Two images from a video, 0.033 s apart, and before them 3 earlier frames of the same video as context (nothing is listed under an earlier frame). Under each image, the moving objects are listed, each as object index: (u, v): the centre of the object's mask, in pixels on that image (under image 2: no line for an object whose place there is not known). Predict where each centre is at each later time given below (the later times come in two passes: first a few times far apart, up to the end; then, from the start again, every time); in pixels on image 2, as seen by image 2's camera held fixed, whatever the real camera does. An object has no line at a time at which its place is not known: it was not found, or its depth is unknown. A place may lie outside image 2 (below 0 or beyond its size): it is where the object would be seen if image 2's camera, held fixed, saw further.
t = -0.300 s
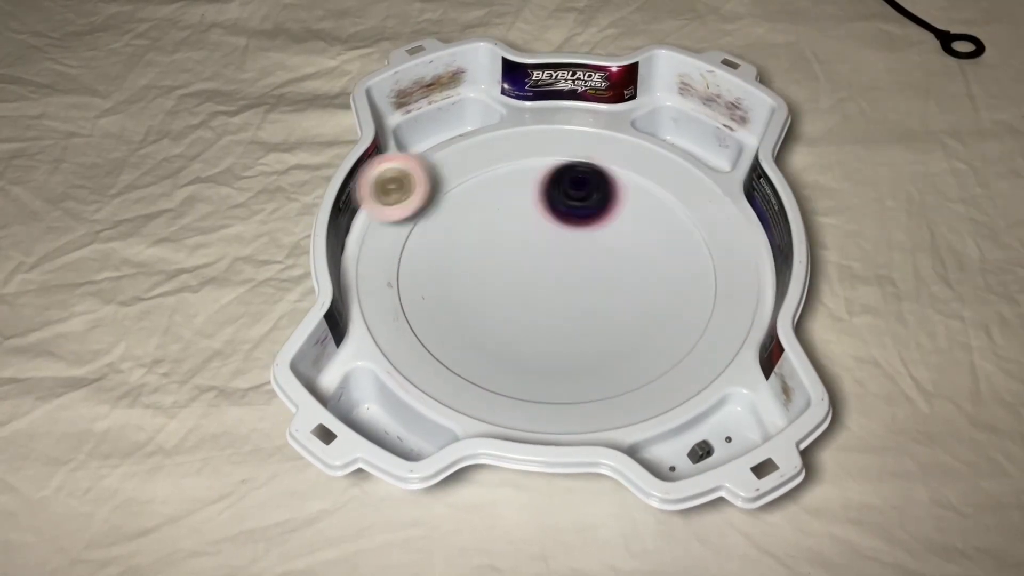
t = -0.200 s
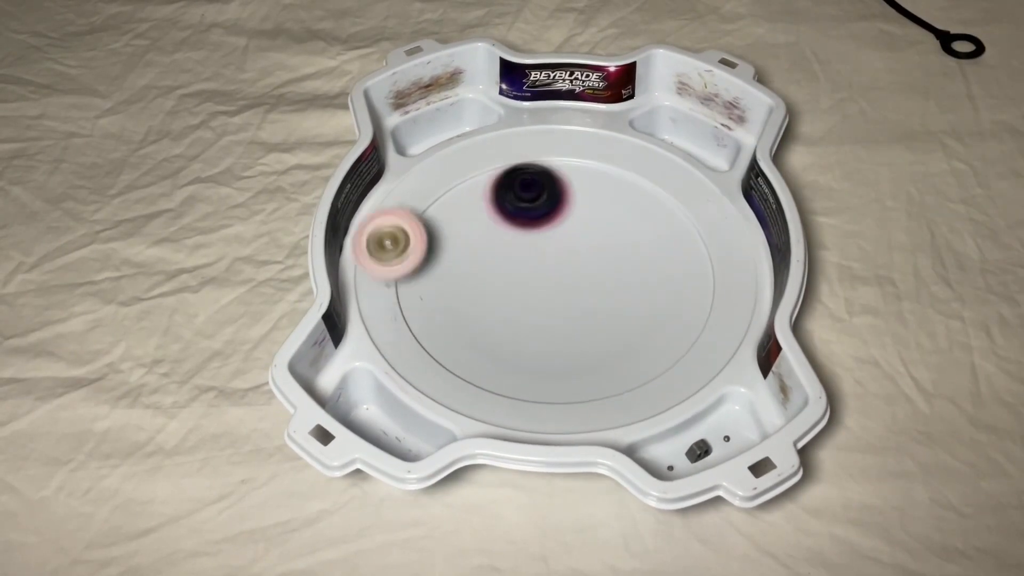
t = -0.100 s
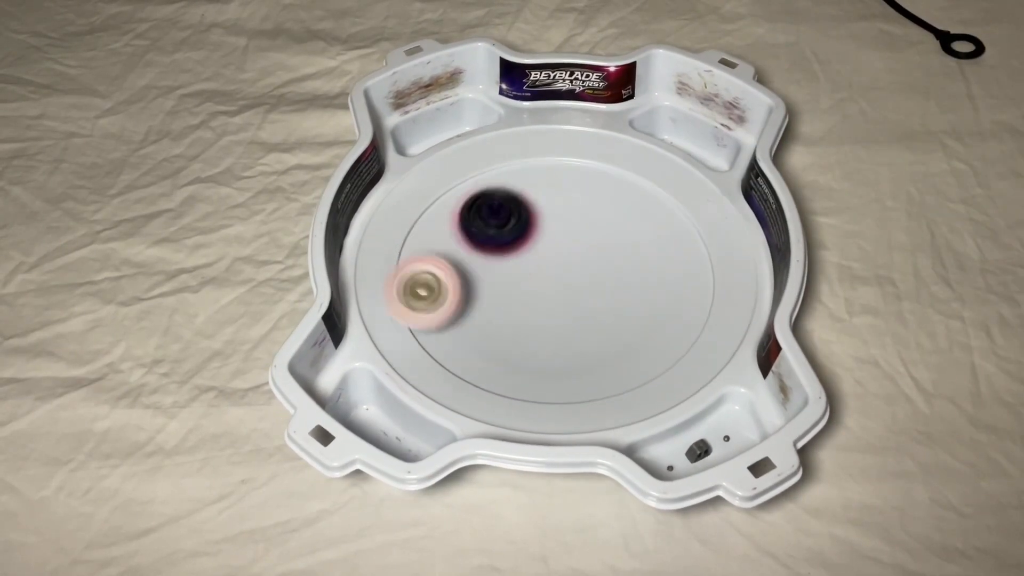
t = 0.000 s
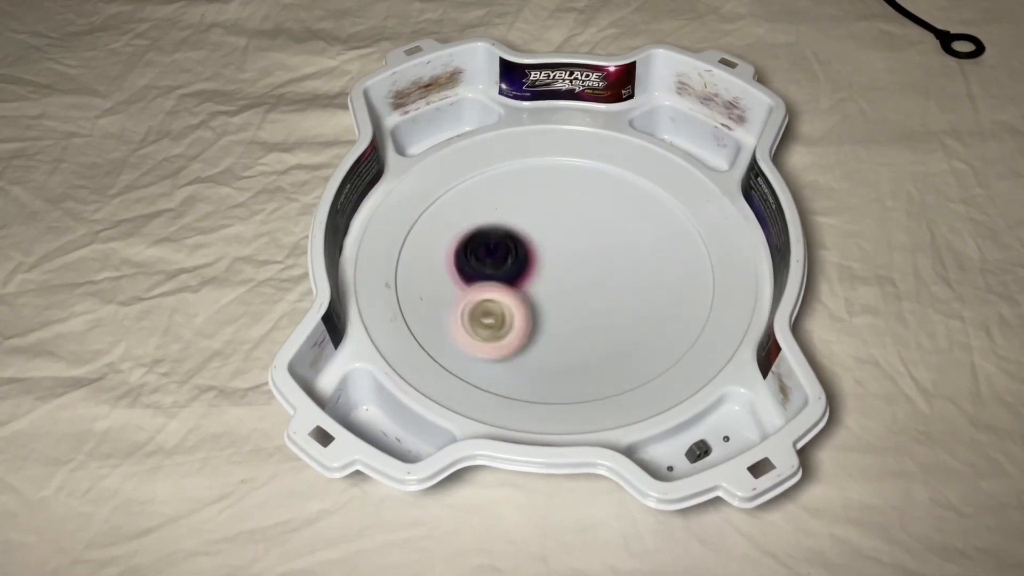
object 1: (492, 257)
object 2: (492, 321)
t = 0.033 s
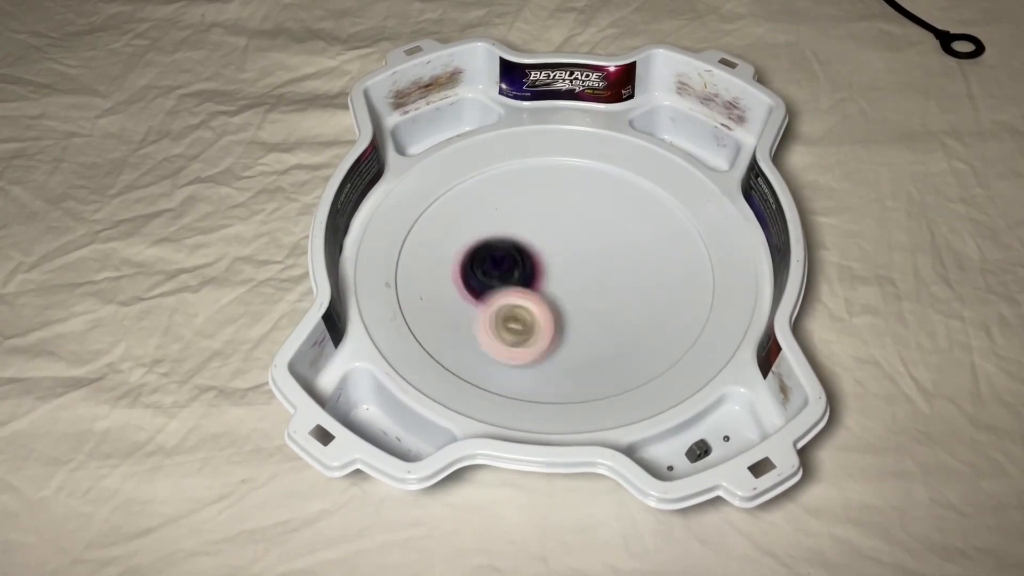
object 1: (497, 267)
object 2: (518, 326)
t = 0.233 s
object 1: (597, 293)
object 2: (658, 318)
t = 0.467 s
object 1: (649, 191)
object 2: (681, 288)
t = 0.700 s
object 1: (499, 177)
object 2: (567, 240)
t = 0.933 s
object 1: (444, 326)
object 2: (543, 234)
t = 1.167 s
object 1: (664, 344)
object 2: (642, 275)
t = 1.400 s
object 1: (653, 192)
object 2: (552, 164)
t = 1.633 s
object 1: (558, 201)
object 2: (495, 154)
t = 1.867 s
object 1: (558, 315)
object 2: (436, 211)
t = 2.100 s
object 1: (683, 321)
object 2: (471, 263)
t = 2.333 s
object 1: (656, 203)
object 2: (591, 302)
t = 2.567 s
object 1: (463, 195)
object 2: (624, 296)
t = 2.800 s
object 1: (454, 344)
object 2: (548, 288)
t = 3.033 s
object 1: (703, 295)
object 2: (514, 299)
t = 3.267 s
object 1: (525, 159)
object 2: (554, 315)
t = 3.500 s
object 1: (421, 262)
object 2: (622, 307)
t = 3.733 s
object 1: (589, 326)
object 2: (662, 271)
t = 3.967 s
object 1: (675, 243)
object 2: (698, 128)
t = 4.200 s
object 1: (549, 157)
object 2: (662, 111)
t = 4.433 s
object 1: (425, 257)
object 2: (674, 119)
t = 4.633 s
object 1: (561, 364)
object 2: (676, 121)
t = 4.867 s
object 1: (699, 230)
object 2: (676, 121)
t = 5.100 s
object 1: (525, 158)
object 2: (676, 121)
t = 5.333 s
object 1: (455, 224)
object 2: (676, 120)
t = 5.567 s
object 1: (572, 314)
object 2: (676, 120)
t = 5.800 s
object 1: (686, 219)
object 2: (676, 120)
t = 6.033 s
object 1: (583, 170)
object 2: (676, 120)
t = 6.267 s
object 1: (486, 243)
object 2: (676, 120)
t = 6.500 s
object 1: (574, 339)
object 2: (675, 120)
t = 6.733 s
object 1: (679, 267)
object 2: (675, 121)
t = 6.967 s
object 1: (593, 185)
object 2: (676, 121)
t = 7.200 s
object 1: (466, 239)
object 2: (676, 121)
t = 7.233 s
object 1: (463, 257)
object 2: (676, 121)
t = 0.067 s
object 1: (505, 279)
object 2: (545, 326)
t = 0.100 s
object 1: (517, 290)
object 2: (571, 324)
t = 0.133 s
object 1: (536, 295)
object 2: (594, 326)
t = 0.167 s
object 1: (556, 299)
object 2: (620, 325)
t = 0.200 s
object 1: (578, 298)
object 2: (641, 324)
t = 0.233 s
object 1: (597, 293)
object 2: (658, 318)
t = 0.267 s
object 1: (619, 282)
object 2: (674, 317)
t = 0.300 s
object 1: (638, 269)
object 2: (686, 314)
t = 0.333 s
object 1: (652, 254)
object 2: (693, 310)
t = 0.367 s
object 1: (661, 239)
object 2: (696, 306)
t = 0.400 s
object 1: (662, 222)
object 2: (695, 300)
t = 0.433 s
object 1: (658, 206)
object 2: (691, 294)
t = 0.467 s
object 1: (649, 191)
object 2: (681, 288)
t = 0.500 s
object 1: (635, 178)
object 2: (670, 282)
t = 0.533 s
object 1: (617, 168)
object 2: (656, 275)
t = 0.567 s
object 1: (596, 161)
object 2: (639, 269)
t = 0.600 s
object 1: (572, 158)
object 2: (621, 261)
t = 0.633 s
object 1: (547, 159)
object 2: (602, 255)
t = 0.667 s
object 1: (522, 166)
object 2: (584, 248)
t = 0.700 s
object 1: (499, 177)
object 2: (567, 240)
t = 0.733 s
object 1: (477, 192)
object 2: (550, 236)
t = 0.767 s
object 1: (459, 210)
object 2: (536, 231)
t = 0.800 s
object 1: (444, 231)
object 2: (530, 229)
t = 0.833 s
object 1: (433, 254)
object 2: (529, 229)
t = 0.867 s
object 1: (429, 278)
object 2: (531, 229)
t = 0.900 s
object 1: (433, 302)
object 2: (535, 230)
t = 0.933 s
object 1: (444, 326)
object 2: (543, 234)
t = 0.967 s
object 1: (462, 346)
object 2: (554, 237)
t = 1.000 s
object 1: (486, 363)
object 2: (566, 241)
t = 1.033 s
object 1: (519, 374)
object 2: (581, 247)
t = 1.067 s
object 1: (556, 377)
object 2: (597, 253)
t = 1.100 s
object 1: (596, 374)
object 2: (613, 259)
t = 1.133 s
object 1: (633, 363)
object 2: (629, 267)
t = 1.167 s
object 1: (664, 344)
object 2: (642, 275)
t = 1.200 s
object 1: (690, 320)
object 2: (639, 265)
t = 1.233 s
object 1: (696, 293)
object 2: (620, 247)
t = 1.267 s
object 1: (699, 269)
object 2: (601, 229)
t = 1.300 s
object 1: (700, 244)
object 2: (585, 208)
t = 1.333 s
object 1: (692, 221)
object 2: (574, 194)
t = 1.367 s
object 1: (673, 206)
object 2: (562, 177)
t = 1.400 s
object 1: (653, 192)
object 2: (552, 164)
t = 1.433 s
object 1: (635, 182)
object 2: (545, 152)
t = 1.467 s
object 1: (618, 176)
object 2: (540, 143)
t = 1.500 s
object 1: (603, 173)
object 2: (538, 145)
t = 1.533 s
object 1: (591, 176)
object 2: (530, 147)
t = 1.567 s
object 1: (582, 182)
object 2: (517, 145)
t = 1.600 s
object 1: (571, 191)
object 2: (505, 148)
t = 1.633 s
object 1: (558, 201)
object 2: (495, 154)
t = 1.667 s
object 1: (547, 213)
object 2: (489, 167)
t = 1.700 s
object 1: (537, 226)
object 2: (485, 176)
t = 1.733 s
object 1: (531, 240)
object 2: (478, 190)
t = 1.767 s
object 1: (533, 260)
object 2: (464, 195)
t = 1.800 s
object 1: (538, 280)
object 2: (452, 200)
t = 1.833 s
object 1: (546, 298)
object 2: (443, 205)
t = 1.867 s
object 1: (558, 315)
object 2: (436, 211)
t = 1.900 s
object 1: (573, 329)
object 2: (432, 218)
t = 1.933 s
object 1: (591, 338)
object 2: (430, 225)
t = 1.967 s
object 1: (610, 343)
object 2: (431, 232)
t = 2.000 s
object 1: (630, 343)
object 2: (437, 240)
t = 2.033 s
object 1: (649, 340)
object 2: (445, 247)
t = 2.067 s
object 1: (667, 332)
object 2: (458, 256)
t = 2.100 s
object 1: (683, 321)
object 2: (471, 263)
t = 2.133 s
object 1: (695, 307)
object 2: (486, 272)
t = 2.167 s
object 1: (702, 290)
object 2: (502, 279)
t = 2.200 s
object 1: (704, 272)
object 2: (520, 284)
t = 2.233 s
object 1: (700, 254)
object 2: (538, 291)
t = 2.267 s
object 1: (691, 236)
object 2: (558, 295)
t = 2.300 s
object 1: (676, 218)
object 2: (575, 298)
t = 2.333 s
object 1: (656, 203)
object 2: (591, 302)
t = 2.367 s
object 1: (631, 191)
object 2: (605, 303)
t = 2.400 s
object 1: (605, 182)
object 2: (618, 302)
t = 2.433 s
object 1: (575, 177)
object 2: (626, 304)
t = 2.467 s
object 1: (546, 176)
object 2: (631, 302)
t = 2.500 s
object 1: (516, 178)
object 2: (632, 301)
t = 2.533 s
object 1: (488, 185)
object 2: (630, 299)
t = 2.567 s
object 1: (463, 195)
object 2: (624, 296)
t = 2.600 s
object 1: (441, 208)
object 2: (616, 294)
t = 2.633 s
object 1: (422, 225)
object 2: (605, 290)
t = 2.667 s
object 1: (413, 245)
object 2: (594, 290)
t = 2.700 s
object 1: (414, 270)
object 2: (582, 290)
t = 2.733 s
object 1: (420, 295)
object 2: (571, 288)
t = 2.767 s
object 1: (432, 321)
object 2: (558, 288)
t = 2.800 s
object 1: (454, 344)
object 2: (548, 288)
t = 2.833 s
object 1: (485, 363)
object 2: (538, 286)
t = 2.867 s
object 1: (524, 376)
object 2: (528, 287)
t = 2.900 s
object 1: (569, 380)
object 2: (522, 288)
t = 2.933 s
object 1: (614, 373)
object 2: (517, 290)
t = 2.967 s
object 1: (654, 356)
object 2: (514, 293)
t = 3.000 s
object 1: (686, 329)
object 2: (513, 296)
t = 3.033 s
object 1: (703, 295)
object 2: (514, 299)
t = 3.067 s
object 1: (706, 260)
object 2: (517, 302)
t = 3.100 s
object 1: (695, 226)
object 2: (519, 305)
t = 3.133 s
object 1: (671, 197)
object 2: (524, 307)
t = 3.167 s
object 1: (638, 175)
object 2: (529, 309)
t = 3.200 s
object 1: (602, 162)
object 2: (536, 311)
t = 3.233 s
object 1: (561, 156)
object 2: (544, 313)
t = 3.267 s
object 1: (525, 159)
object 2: (554, 315)
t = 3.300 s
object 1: (493, 168)
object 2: (564, 316)
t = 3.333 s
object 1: (467, 181)
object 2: (575, 317)
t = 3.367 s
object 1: (446, 196)
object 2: (585, 316)
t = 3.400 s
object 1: (432, 213)
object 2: (595, 315)
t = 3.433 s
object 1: (423, 229)
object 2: (604, 313)
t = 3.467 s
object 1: (420, 245)
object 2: (614, 311)
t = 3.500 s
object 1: (421, 262)
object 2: (622, 307)
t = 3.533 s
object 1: (429, 278)
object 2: (630, 303)
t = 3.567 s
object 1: (442, 295)
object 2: (637, 299)
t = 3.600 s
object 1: (462, 310)
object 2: (644, 294)
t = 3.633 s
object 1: (489, 322)
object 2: (650, 289)
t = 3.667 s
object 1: (520, 330)
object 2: (654, 284)
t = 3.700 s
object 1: (556, 331)
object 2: (658, 278)
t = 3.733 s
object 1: (589, 326)
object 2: (662, 271)
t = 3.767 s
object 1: (619, 317)
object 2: (668, 260)
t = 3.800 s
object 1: (639, 311)
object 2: (680, 230)
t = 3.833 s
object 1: (656, 303)
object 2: (691, 200)
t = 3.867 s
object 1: (667, 290)
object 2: (695, 177)
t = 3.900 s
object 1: (675, 276)
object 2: (696, 156)
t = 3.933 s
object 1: (677, 260)
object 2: (696, 140)
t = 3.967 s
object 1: (675, 243)
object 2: (698, 128)
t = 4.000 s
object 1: (667, 226)
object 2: (699, 119)
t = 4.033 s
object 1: (656, 209)
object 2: (690, 118)
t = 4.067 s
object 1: (641, 192)
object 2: (685, 117)
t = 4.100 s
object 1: (622, 179)
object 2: (675, 117)
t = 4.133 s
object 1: (600, 168)
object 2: (664, 118)
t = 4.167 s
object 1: (575, 160)
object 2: (661, 107)
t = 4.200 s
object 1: (549, 157)
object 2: (662, 111)
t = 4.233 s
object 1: (523, 157)
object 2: (665, 116)
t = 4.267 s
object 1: (498, 164)
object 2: (669, 117)
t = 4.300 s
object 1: (474, 175)
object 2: (670, 118)
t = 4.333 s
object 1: (455, 191)
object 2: (676, 120)
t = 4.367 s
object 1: (439, 210)
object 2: (676, 120)
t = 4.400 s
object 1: (429, 232)
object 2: (675, 121)
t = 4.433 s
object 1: (425, 257)
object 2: (674, 119)
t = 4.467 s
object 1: (429, 282)
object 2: (675, 121)
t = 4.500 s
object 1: (442, 307)
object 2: (677, 121)
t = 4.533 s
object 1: (462, 329)
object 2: (677, 121)
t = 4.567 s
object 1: (490, 346)
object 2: (676, 121)
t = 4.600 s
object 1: (523, 358)
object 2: (675, 120)
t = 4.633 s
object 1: (561, 364)
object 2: (676, 121)
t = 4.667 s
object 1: (599, 362)
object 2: (676, 121)
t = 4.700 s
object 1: (636, 353)
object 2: (676, 121)
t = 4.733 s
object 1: (669, 337)
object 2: (675, 120)
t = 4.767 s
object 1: (697, 316)
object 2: (676, 120)
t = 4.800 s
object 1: (707, 288)
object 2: (676, 121)
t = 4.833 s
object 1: (704, 259)
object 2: (676, 121)
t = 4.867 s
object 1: (699, 230)
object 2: (676, 121)
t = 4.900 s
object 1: (682, 207)
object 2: (676, 121)
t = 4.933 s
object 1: (656, 188)
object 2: (676, 121)
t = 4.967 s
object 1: (632, 170)
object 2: (676, 121)
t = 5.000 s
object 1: (604, 161)
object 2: (676, 121)
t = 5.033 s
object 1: (573, 158)
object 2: (676, 121)
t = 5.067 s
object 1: (547, 157)
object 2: (676, 121)
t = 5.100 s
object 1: (525, 158)
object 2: (676, 121)
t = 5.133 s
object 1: (506, 162)
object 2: (676, 121)
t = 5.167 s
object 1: (490, 170)
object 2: (676, 121)
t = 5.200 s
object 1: (478, 178)
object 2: (676, 121)
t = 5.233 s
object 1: (468, 187)
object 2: (676, 120)
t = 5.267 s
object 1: (461, 198)
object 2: (676, 120)
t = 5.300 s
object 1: (456, 210)
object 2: (676, 120)
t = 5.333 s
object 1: (455, 224)
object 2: (676, 120)
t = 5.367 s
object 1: (457, 241)
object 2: (676, 120)
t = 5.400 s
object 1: (464, 258)
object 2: (676, 120)
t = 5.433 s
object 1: (477, 275)
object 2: (676, 120)
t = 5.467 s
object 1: (496, 290)
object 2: (676, 120)
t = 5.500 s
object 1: (518, 302)
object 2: (676, 120)
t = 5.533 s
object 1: (544, 310)
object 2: (676, 120)
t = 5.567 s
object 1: (572, 314)
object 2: (676, 120)
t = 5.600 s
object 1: (600, 312)
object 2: (676, 120)
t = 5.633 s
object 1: (626, 304)
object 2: (676, 120)
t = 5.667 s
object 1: (649, 291)
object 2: (676, 120)
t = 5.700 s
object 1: (668, 275)
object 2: (676, 120)
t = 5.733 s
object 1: (680, 256)
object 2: (676, 120)
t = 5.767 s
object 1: (686, 237)
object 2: (676, 120)
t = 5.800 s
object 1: (686, 219)
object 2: (676, 120)
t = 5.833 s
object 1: (681, 203)
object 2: (676, 120)
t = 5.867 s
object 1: (666, 192)
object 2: (676, 120)
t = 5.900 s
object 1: (649, 184)
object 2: (676, 120)
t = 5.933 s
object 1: (633, 178)
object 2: (676, 120)
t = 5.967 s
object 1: (616, 173)
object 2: (676, 120)
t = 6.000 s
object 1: (600, 171)
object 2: (676, 120)
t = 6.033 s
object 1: (583, 170)
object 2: (676, 120)
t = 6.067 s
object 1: (565, 173)
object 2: (676, 120)
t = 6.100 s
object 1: (548, 177)
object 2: (676, 120)
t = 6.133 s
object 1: (532, 185)
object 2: (676, 120)
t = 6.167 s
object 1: (516, 196)
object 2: (676, 120)
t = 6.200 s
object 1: (503, 209)
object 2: (676, 120)
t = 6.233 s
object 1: (493, 225)
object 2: (676, 120)
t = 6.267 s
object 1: (486, 243)
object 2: (676, 120)
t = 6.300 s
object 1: (485, 261)
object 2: (676, 120)
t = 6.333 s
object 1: (488, 280)
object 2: (676, 120)
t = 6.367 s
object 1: (497, 298)
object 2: (675, 120)
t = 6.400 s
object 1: (511, 313)
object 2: (676, 120)
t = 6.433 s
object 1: (529, 326)
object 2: (676, 120)
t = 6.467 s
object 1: (551, 335)
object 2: (675, 120)
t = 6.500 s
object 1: (574, 339)
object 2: (675, 120)
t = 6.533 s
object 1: (598, 339)
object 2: (675, 120)
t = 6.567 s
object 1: (621, 335)
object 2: (675, 120)
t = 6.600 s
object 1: (641, 326)
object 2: (675, 120)
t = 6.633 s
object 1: (658, 314)
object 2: (675, 120)
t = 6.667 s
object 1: (670, 299)
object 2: (676, 120)
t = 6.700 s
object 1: (677, 283)
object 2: (676, 120)
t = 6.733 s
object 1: (679, 267)
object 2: (675, 121)
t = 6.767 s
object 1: (677, 251)
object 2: (675, 121)
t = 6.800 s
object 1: (670, 236)
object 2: (676, 121)
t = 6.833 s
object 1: (660, 221)
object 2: (676, 121)
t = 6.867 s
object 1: (646, 209)
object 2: (676, 121)
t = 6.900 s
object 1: (631, 199)
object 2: (676, 121)
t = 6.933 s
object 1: (613, 190)
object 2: (676, 121)
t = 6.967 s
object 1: (593, 185)
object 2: (676, 121)
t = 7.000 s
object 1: (571, 182)
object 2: (676, 121)
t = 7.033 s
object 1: (549, 182)
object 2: (676, 121)
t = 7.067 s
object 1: (527, 187)
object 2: (676, 121)
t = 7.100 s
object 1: (507, 195)
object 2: (676, 121)
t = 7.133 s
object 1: (489, 207)
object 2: (676, 121)
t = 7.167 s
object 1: (475, 222)
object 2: (676, 121)
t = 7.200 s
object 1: (466, 239)
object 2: (676, 121)
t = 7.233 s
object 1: (463, 257)
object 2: (676, 121)
